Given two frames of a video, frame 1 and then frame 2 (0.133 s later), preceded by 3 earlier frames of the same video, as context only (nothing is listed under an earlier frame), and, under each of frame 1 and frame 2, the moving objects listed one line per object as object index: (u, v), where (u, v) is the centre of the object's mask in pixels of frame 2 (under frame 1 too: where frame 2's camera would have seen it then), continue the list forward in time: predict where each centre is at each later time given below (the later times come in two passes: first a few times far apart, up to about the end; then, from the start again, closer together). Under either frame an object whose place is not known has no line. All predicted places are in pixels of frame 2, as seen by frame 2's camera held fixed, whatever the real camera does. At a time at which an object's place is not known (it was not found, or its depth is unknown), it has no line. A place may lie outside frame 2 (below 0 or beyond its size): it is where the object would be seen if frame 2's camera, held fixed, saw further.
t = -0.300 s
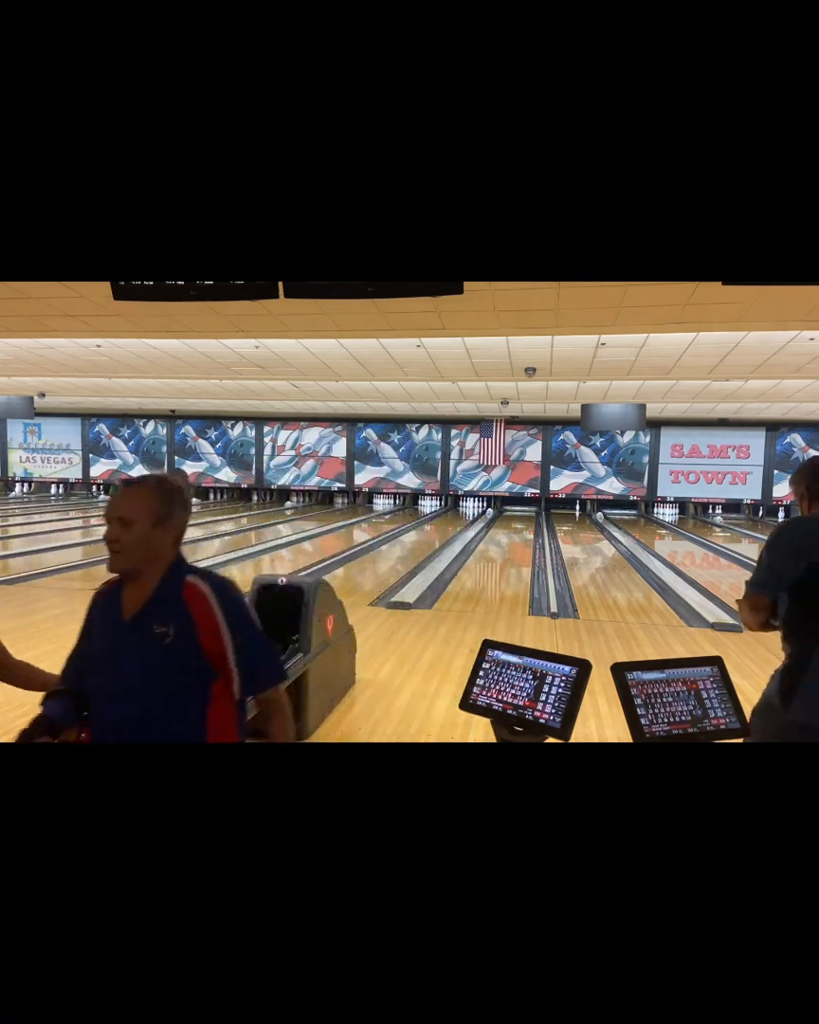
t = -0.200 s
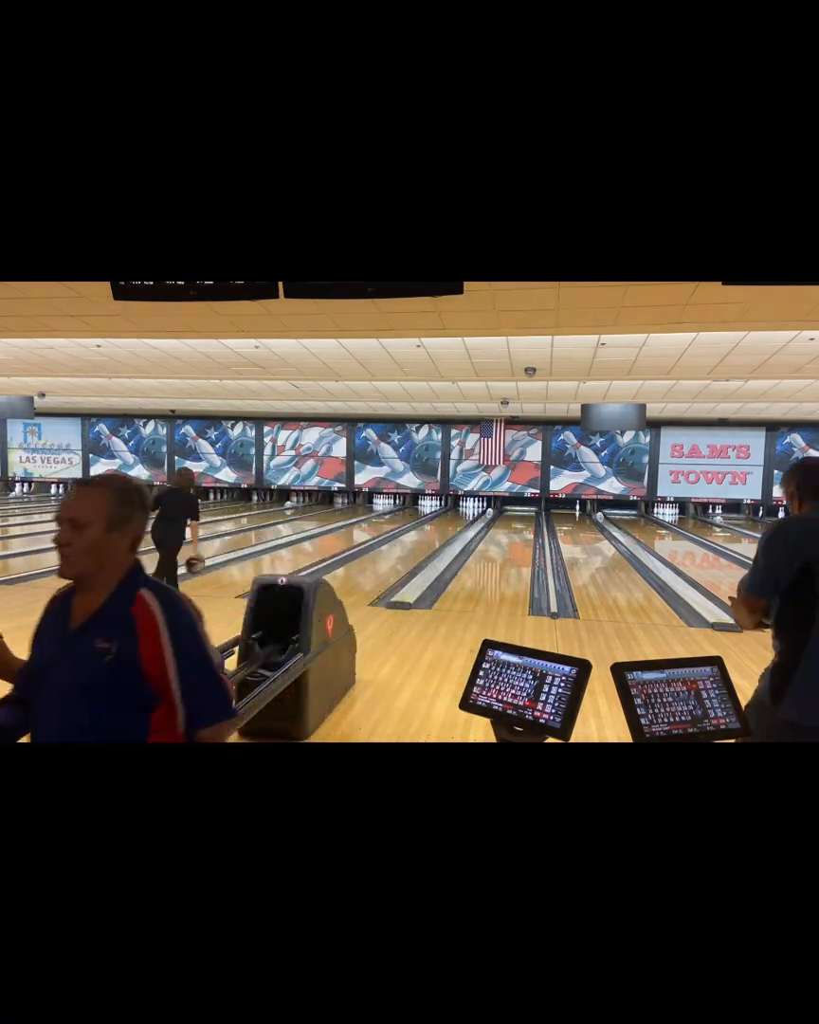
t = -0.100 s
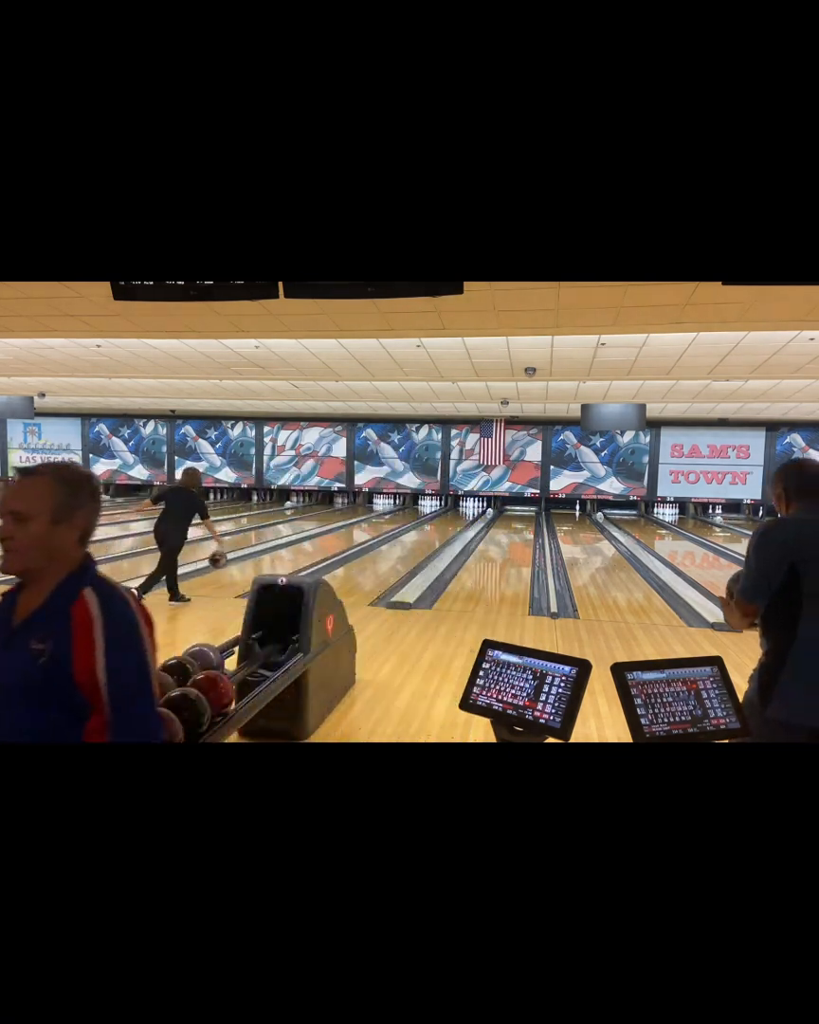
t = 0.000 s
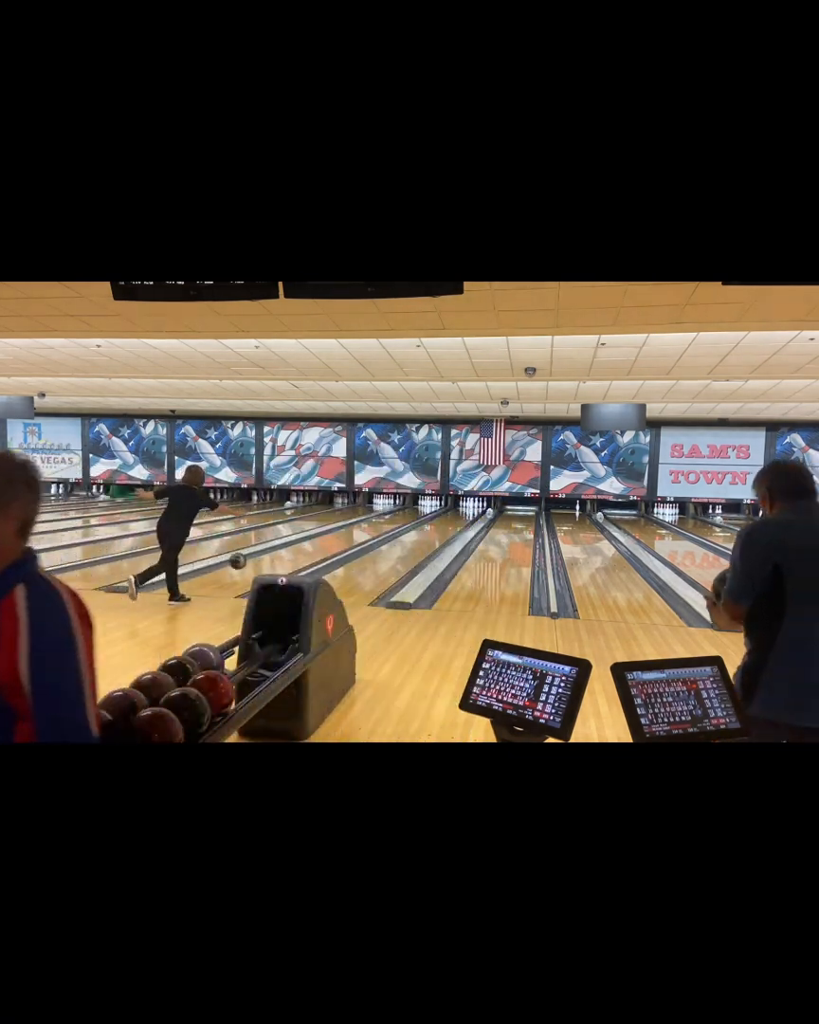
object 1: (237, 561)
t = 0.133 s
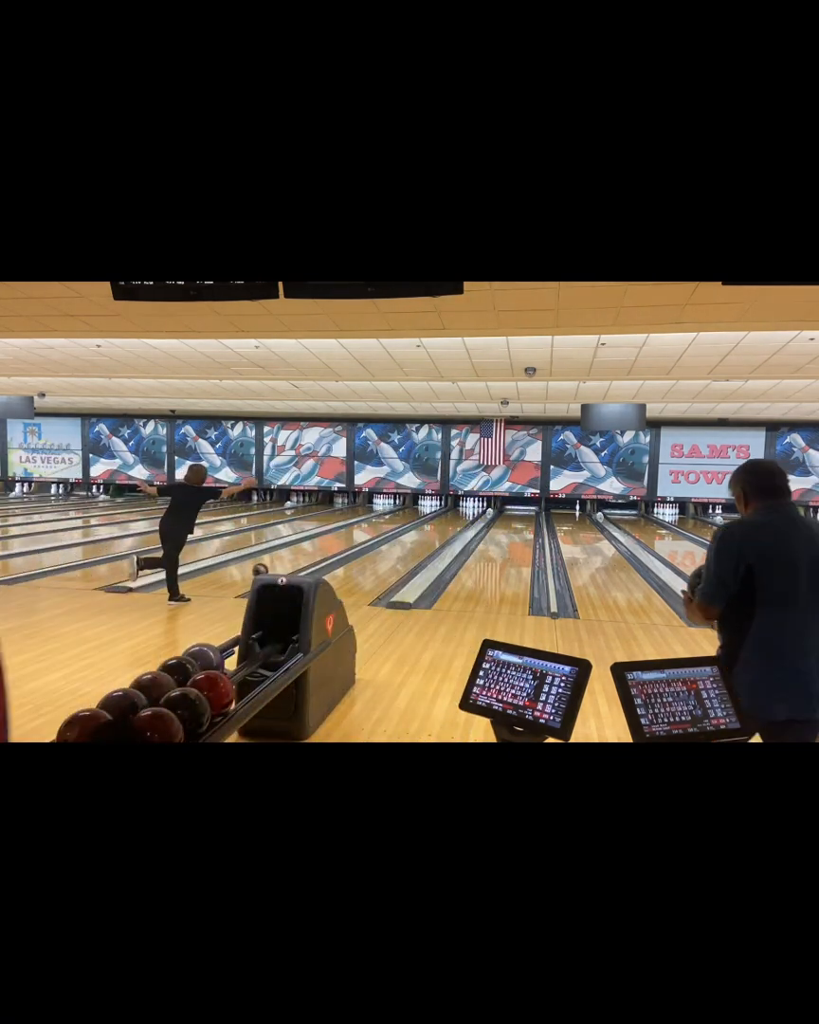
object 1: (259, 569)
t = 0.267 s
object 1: (279, 564)
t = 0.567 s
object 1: (312, 551)
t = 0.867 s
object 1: (338, 541)
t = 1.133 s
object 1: (355, 534)
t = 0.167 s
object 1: (265, 568)
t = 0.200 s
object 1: (270, 567)
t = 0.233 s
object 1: (274, 565)
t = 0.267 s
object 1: (279, 564)
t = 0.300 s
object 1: (283, 563)
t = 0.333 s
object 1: (287, 562)
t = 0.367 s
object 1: (291, 560)
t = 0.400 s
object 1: (294, 559)
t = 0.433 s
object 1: (298, 558)
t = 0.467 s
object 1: (302, 556)
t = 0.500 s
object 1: (305, 554)
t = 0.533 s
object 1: (309, 554)
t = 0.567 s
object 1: (312, 551)
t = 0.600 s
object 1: (315, 551)
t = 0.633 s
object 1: (318, 550)
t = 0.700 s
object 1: (325, 547)
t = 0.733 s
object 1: (327, 546)
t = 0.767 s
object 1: (330, 545)
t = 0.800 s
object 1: (333, 544)
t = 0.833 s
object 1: (335, 542)
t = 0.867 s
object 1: (338, 541)
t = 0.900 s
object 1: (340, 540)
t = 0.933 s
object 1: (342, 540)
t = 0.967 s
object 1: (345, 538)
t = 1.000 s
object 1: (347, 537)
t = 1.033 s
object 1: (349, 537)
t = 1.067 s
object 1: (351, 536)
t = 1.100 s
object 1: (353, 535)
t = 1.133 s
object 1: (355, 534)
